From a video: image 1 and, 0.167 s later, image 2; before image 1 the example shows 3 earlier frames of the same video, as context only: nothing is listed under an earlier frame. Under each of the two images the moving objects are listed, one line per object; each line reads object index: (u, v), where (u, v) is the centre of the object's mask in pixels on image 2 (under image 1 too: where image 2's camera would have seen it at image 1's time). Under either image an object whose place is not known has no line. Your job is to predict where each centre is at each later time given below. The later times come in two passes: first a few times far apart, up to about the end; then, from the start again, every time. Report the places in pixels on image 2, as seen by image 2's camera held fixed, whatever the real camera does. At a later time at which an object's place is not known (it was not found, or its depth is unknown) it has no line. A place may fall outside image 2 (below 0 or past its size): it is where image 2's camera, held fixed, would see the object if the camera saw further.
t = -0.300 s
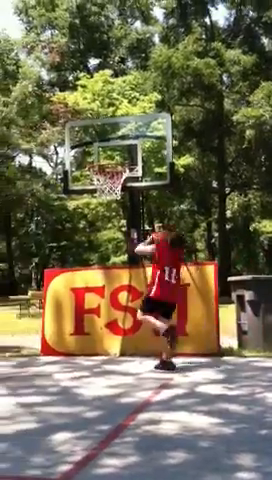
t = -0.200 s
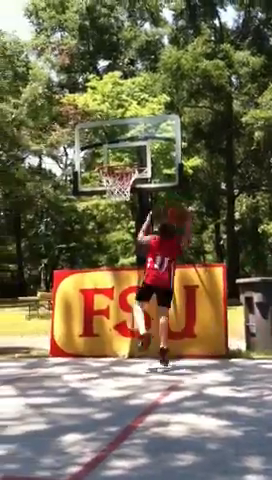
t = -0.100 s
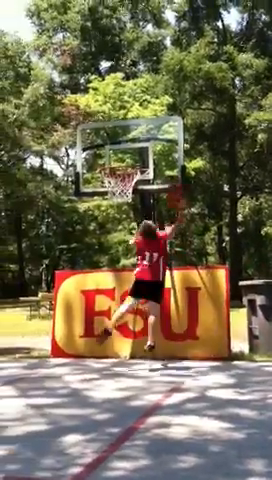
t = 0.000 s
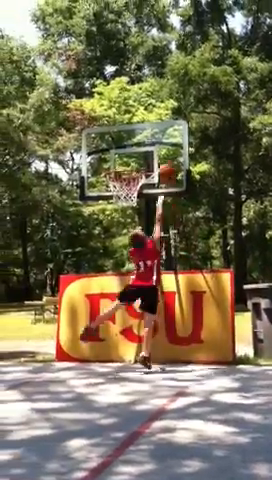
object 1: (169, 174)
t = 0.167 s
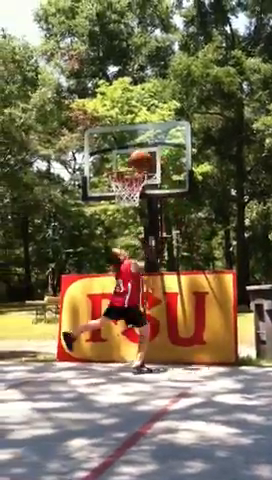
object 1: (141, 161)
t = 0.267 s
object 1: (119, 163)
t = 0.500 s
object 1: (132, 158)
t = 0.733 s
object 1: (130, 167)
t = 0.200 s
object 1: (133, 160)
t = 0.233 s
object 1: (125, 160)
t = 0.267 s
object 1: (119, 163)
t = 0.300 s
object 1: (117, 163)
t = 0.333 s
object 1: (119, 160)
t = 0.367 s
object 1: (121, 158)
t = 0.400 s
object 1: (124, 157)
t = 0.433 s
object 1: (127, 156)
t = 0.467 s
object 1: (129, 157)
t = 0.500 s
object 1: (132, 158)
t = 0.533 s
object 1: (135, 160)
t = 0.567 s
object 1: (137, 162)
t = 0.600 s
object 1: (140, 166)
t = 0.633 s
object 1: (139, 166)
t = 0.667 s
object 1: (136, 166)
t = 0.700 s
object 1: (133, 165)
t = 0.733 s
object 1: (130, 167)
